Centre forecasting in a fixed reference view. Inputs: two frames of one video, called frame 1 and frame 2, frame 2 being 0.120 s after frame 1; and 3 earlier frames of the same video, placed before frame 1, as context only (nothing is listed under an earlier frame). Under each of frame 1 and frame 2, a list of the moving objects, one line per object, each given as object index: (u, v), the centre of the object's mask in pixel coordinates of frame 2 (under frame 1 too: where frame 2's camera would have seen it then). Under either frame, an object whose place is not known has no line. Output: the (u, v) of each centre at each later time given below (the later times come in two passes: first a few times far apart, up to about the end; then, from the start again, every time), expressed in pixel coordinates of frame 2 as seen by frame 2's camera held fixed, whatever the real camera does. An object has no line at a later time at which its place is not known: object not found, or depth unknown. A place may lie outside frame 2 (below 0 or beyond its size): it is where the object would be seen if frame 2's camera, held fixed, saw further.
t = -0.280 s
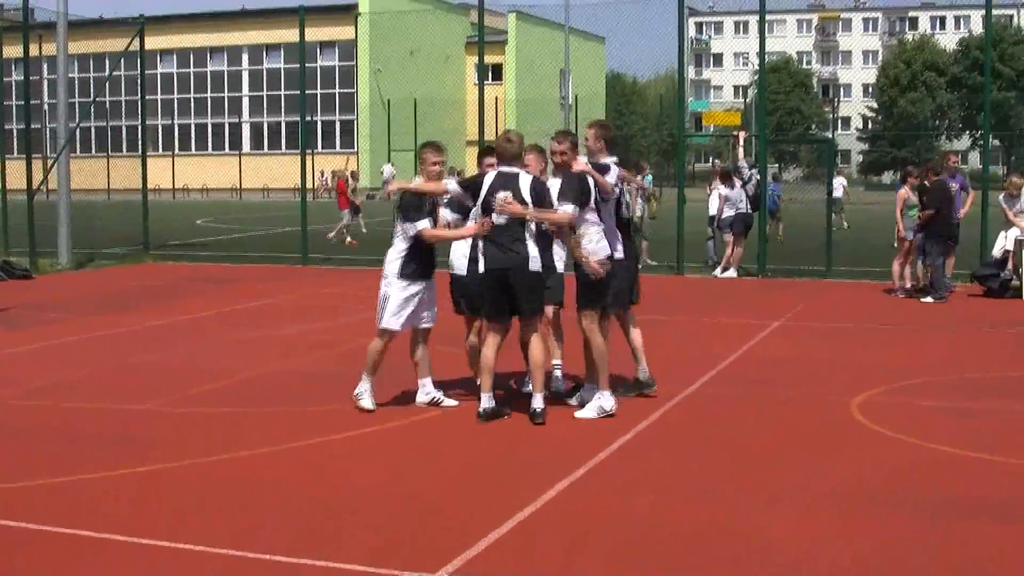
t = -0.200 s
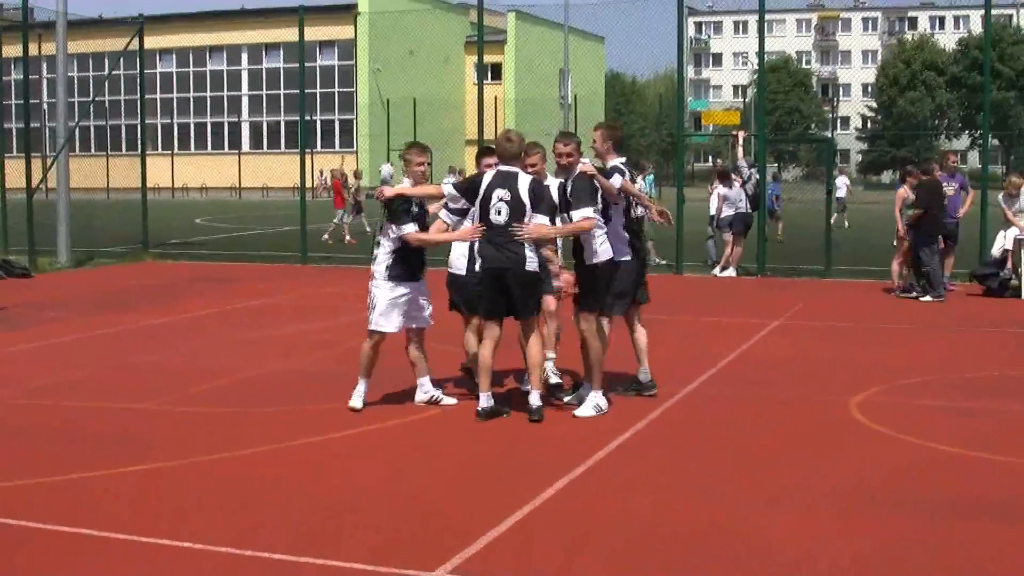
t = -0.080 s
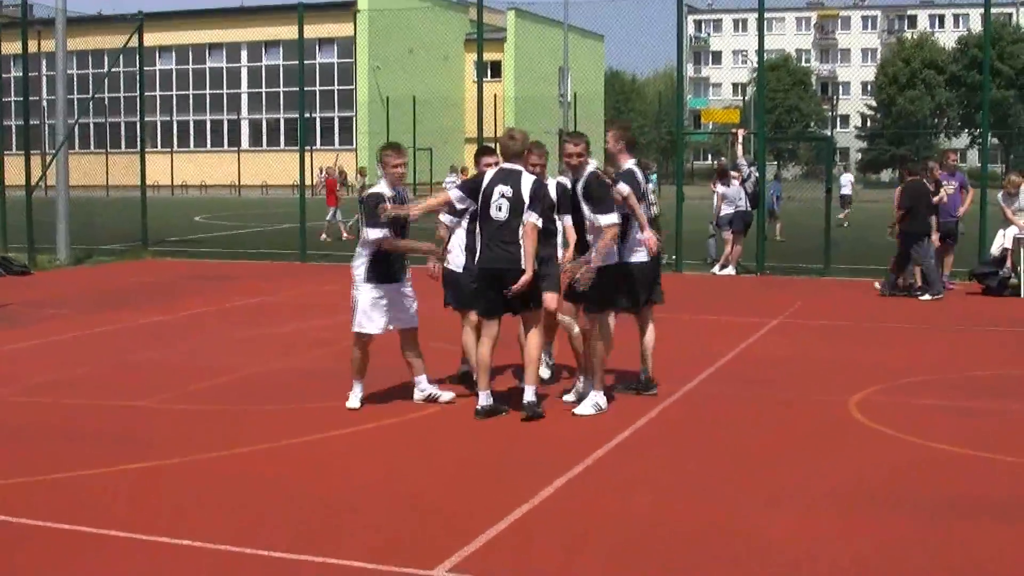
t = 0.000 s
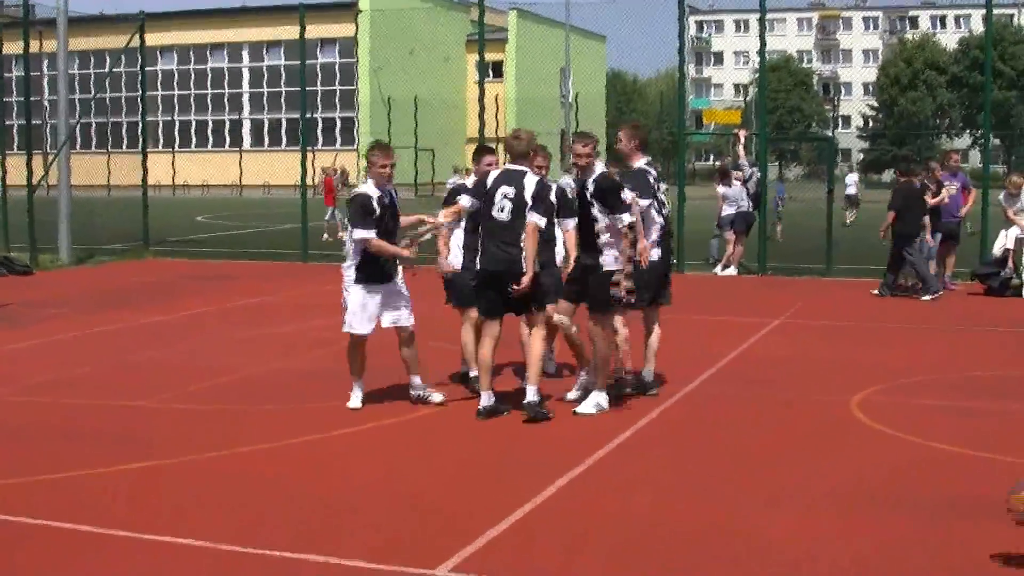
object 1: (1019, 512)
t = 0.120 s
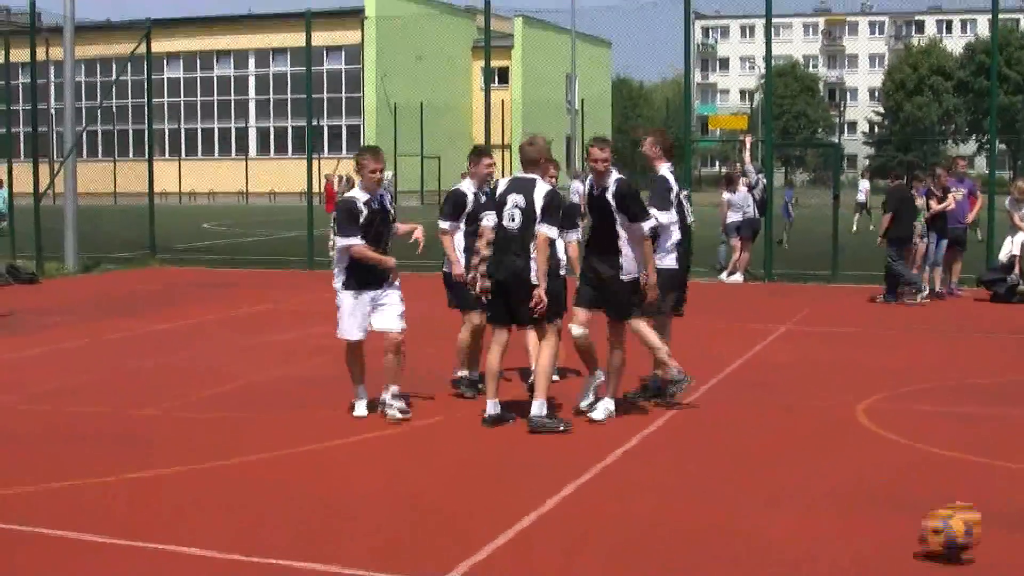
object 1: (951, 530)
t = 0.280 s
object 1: (837, 485)
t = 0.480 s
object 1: (688, 490)
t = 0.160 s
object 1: (919, 529)
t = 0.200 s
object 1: (892, 511)
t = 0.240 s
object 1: (865, 496)
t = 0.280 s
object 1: (837, 485)
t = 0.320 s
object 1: (809, 478)
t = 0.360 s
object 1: (782, 475)
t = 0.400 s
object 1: (757, 475)
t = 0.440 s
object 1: (734, 478)
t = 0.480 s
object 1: (688, 490)
